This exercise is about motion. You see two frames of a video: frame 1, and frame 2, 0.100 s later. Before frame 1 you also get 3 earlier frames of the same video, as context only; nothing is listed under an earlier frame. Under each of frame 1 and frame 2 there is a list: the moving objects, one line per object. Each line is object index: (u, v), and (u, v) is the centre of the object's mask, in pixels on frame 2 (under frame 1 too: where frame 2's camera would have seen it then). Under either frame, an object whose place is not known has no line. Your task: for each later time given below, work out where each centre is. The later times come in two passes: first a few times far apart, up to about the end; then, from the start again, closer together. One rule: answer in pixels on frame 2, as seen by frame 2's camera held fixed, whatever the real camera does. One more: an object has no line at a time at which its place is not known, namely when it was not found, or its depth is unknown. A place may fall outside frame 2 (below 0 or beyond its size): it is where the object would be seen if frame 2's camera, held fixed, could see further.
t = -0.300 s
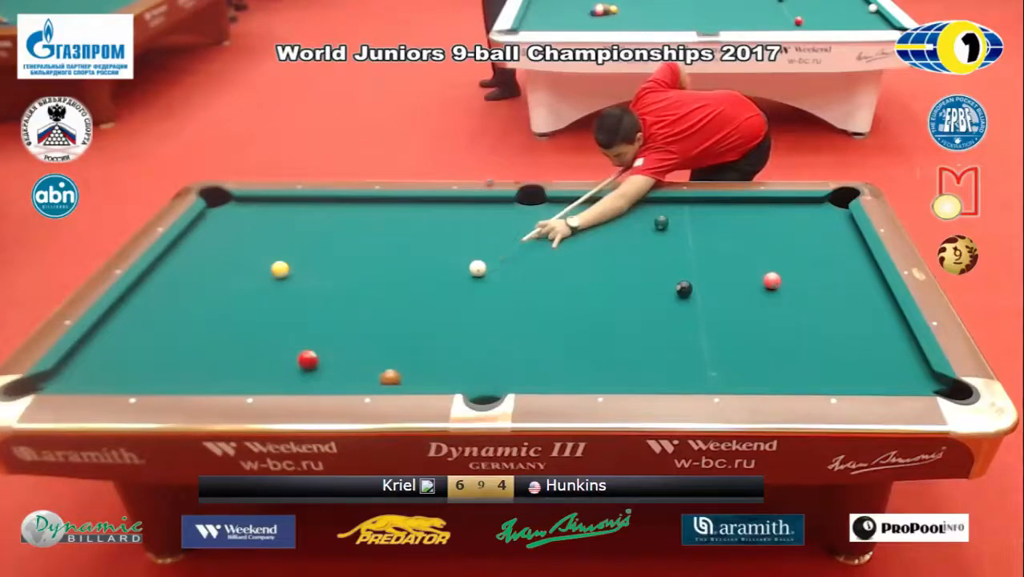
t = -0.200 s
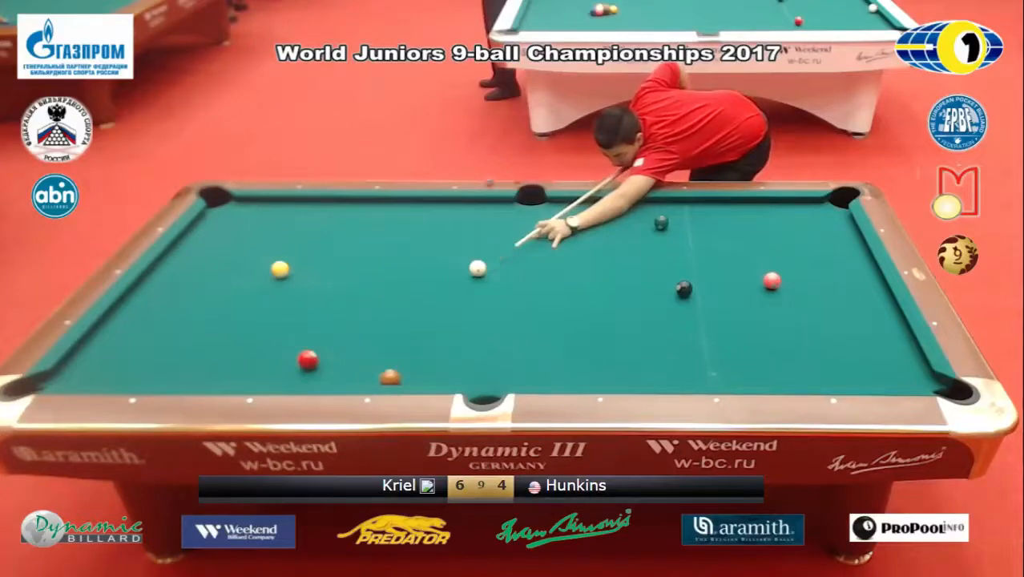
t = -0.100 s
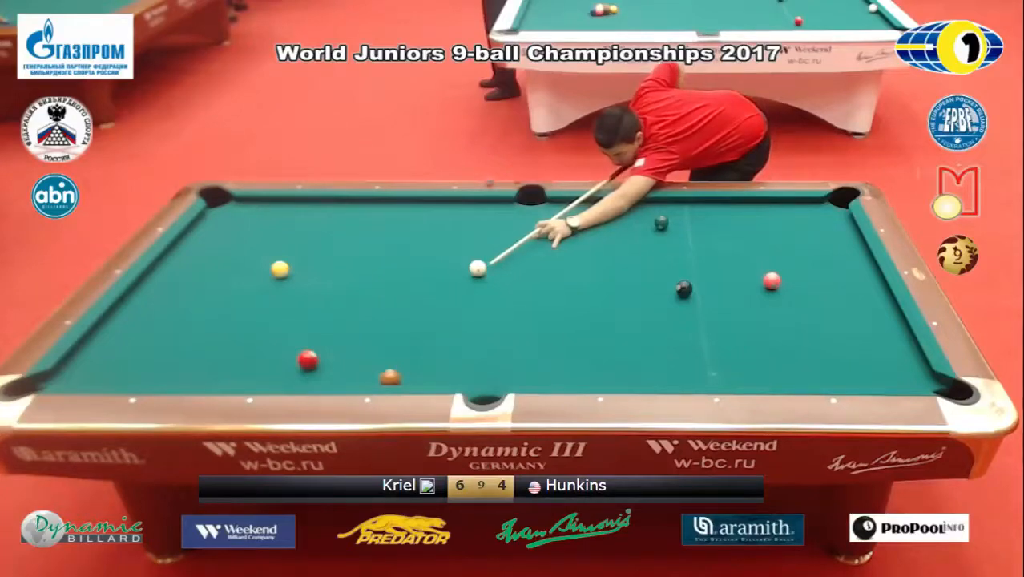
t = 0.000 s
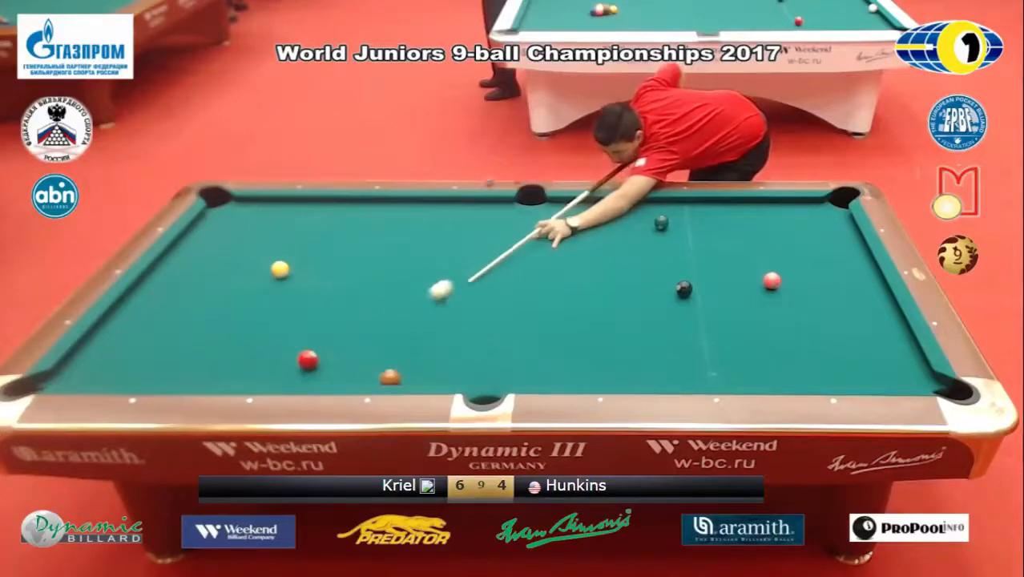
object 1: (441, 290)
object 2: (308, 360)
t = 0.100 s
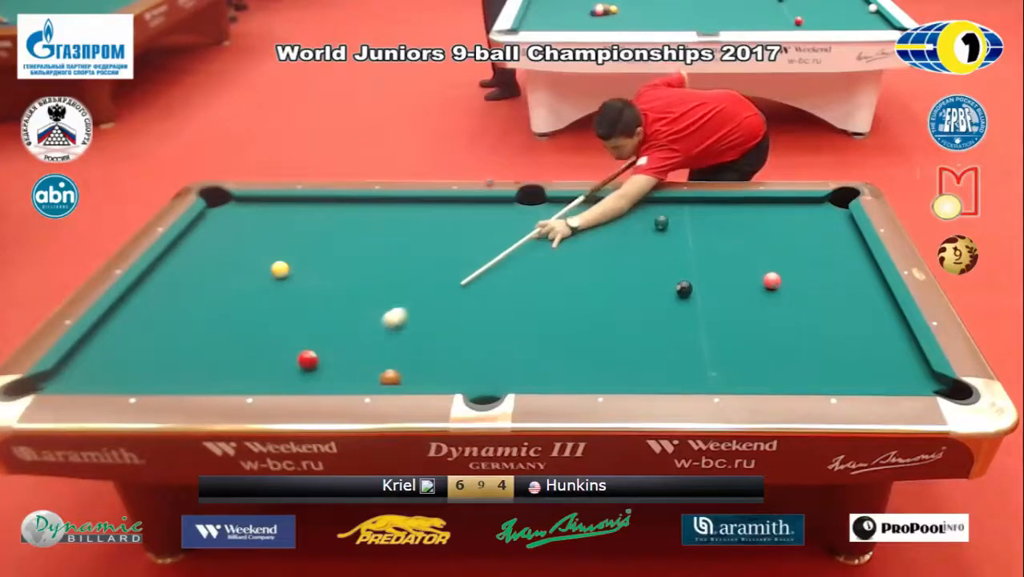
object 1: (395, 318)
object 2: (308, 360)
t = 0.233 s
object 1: (332, 355)
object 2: (308, 360)
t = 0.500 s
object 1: (348, 363)
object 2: (217, 371)
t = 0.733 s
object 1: (385, 339)
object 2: (145, 376)
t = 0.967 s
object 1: (417, 317)
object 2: (81, 378)
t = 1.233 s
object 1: (450, 295)
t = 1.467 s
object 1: (476, 278)
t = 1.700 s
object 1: (499, 263)
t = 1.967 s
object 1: (523, 247)
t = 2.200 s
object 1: (542, 234)
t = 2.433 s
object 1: (559, 223)
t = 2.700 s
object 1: (578, 211)
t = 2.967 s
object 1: (594, 201)
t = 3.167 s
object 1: (601, 205)
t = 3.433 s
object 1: (609, 210)
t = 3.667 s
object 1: (616, 214)
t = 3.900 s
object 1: (623, 218)
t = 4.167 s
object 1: (630, 222)
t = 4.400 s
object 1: (636, 225)
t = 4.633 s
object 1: (640, 228)
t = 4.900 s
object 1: (646, 231)
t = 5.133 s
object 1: (650, 234)
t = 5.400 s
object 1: (654, 235)
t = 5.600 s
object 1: (656, 237)
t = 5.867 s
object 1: (659, 237)
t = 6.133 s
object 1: (661, 238)
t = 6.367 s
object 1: (661, 238)
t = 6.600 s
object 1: (661, 238)
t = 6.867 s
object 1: (661, 238)
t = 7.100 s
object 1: (661, 238)
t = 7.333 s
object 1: (661, 238)
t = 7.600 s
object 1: (661, 238)
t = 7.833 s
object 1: (661, 238)
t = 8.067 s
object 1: (661, 238)
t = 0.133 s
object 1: (379, 327)
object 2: (308, 360)
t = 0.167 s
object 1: (363, 337)
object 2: (308, 360)
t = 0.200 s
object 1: (348, 346)
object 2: (308, 360)
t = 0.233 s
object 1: (332, 355)
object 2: (308, 360)
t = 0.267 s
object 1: (326, 363)
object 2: (297, 361)
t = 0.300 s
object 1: (324, 371)
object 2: (285, 362)
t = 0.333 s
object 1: (322, 376)
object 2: (272, 364)
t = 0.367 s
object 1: (324, 378)
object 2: (260, 366)
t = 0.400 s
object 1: (331, 374)
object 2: (248, 367)
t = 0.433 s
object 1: (337, 371)
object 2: (238, 368)
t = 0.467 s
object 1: (343, 367)
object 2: (227, 369)
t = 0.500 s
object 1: (348, 363)
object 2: (217, 371)
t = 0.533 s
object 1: (354, 359)
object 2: (207, 372)
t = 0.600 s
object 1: (364, 352)
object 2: (186, 374)
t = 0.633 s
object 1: (370, 348)
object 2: (176, 375)
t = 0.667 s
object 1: (375, 345)
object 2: (165, 375)
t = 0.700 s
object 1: (380, 342)
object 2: (155, 376)
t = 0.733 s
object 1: (385, 339)
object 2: (145, 376)
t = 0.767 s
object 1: (390, 336)
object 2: (135, 377)
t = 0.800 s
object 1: (394, 333)
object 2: (124, 378)
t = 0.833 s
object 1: (399, 329)
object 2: (114, 379)
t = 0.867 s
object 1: (403, 326)
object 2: (105, 379)
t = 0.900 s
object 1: (408, 323)
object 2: (95, 378)
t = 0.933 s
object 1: (412, 320)
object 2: (88, 378)
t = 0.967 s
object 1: (417, 317)
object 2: (81, 378)
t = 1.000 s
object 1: (421, 314)
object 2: (72, 377)
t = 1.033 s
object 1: (426, 311)
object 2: (63, 377)
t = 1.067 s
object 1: (430, 309)
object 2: (55, 377)
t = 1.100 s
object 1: (434, 306)
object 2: (50, 377)
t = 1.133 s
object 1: (438, 303)
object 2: (44, 378)
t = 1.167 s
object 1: (442, 301)
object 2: (40, 382)
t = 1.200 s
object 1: (446, 298)
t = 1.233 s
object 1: (450, 295)
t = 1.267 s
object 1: (454, 293)
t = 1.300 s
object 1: (458, 290)
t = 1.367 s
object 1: (465, 285)
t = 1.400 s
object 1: (469, 283)
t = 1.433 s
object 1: (472, 281)
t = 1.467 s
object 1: (476, 278)
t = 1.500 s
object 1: (479, 276)
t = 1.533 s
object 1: (483, 274)
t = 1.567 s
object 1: (486, 271)
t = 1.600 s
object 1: (489, 269)
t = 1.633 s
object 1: (493, 267)
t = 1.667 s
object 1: (496, 265)
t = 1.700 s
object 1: (499, 263)
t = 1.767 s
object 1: (505, 259)
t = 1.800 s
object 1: (508, 256)
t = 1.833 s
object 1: (511, 254)
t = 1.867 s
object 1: (514, 253)
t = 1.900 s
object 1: (517, 250)
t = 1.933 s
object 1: (520, 249)
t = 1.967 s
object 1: (523, 247)
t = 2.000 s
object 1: (526, 245)
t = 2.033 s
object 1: (529, 243)
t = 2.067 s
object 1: (531, 241)
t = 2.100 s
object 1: (534, 239)
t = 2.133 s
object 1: (537, 238)
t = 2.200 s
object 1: (542, 234)
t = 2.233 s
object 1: (544, 232)
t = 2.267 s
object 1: (547, 231)
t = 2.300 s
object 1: (550, 229)
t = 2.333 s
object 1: (552, 228)
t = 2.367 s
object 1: (555, 226)
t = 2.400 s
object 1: (557, 224)
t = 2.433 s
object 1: (559, 223)
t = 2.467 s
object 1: (562, 221)
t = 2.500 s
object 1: (564, 220)
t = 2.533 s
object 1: (566, 218)
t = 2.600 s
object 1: (571, 215)
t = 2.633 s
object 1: (573, 214)
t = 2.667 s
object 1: (575, 212)
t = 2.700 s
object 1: (578, 211)
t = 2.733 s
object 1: (580, 209)
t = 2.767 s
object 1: (582, 208)
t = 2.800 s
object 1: (584, 207)
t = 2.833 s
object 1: (586, 205)
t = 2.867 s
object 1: (588, 204)
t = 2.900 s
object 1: (590, 203)
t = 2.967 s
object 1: (594, 201)
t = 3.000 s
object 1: (595, 202)
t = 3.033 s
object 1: (596, 203)
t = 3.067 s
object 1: (597, 204)
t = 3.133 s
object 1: (599, 205)
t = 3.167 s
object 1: (601, 205)
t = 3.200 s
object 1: (602, 206)
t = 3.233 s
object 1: (603, 207)
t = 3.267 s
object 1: (604, 207)
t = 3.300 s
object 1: (605, 208)
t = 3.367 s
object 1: (607, 209)
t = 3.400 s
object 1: (608, 210)
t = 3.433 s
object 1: (609, 210)
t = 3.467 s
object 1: (610, 211)
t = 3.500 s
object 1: (611, 212)
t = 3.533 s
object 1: (612, 212)
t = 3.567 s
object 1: (613, 213)
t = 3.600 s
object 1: (614, 213)
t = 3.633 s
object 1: (615, 214)
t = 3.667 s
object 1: (616, 214)
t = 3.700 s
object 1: (617, 214)
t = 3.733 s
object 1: (618, 215)
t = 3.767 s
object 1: (619, 216)
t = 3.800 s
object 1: (620, 216)
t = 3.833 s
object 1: (621, 217)
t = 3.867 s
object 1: (622, 217)
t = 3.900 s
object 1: (623, 218)
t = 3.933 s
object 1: (624, 219)
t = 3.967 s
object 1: (625, 219)
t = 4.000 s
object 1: (625, 219)
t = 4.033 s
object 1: (627, 220)
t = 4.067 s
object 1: (627, 220)
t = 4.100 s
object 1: (628, 221)
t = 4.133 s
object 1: (629, 222)
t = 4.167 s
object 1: (630, 222)
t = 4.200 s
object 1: (631, 223)
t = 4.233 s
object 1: (632, 223)
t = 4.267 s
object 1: (632, 223)
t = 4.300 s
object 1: (633, 223)
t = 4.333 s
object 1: (634, 224)
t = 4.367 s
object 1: (635, 225)
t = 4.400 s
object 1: (636, 225)
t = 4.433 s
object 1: (636, 226)
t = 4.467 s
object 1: (637, 226)
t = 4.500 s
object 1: (638, 226)
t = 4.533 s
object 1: (638, 227)
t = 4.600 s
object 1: (640, 228)
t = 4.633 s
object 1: (640, 228)
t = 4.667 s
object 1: (641, 228)
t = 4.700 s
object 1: (642, 229)
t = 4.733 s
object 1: (643, 229)
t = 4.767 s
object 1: (643, 229)
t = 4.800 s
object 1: (644, 230)
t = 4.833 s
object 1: (645, 230)
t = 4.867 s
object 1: (645, 230)
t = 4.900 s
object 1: (646, 231)
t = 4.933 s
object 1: (646, 231)
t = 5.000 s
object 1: (647, 232)
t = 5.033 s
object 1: (648, 232)
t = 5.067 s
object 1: (648, 233)
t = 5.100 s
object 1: (649, 233)
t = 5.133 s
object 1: (650, 234)
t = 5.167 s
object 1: (650, 234)
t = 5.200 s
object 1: (651, 234)
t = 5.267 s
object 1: (652, 234)
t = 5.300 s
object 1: (652, 235)
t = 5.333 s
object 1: (653, 235)
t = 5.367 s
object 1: (653, 235)
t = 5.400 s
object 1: (654, 235)
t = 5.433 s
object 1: (654, 236)
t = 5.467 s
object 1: (655, 236)
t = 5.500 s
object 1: (655, 236)
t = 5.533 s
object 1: (655, 236)
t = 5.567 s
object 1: (656, 236)
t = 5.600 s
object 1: (656, 237)
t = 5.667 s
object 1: (657, 237)
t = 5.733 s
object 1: (657, 237)
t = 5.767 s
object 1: (658, 237)
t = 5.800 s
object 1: (658, 237)
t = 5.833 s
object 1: (658, 237)
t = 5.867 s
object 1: (659, 237)
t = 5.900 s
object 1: (659, 238)
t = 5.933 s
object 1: (659, 238)
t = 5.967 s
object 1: (659, 238)
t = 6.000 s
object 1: (660, 238)
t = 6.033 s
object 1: (660, 238)
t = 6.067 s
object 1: (660, 238)
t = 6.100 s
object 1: (660, 238)
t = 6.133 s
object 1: (661, 238)
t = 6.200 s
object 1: (661, 238)
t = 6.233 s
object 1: (661, 238)
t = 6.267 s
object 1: (661, 238)
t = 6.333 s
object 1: (661, 238)
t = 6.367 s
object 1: (661, 238)
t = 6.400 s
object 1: (661, 238)
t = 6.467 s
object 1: (661, 238)
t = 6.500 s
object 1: (661, 238)
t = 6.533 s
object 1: (661, 238)
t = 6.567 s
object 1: (661, 238)
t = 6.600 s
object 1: (661, 238)
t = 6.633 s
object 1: (661, 238)
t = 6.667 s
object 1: (661, 238)
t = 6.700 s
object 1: (661, 238)
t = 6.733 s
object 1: (661, 238)
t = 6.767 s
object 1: (661, 238)
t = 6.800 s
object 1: (661, 238)
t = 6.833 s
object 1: (661, 238)
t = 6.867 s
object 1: (661, 238)
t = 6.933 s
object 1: (661, 238)
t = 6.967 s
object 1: (661, 238)
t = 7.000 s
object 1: (661, 238)
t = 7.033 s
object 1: (661, 238)
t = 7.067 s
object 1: (661, 238)
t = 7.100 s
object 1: (661, 238)
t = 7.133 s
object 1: (661, 238)
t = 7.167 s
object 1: (661, 238)
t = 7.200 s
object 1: (661, 238)
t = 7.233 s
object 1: (661, 238)
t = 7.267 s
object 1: (661, 238)
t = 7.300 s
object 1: (661, 238)
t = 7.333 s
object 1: (661, 238)
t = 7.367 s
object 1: (661, 238)
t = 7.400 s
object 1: (661, 238)
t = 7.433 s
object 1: (661, 238)
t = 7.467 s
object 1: (661, 238)
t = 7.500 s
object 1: (661, 238)
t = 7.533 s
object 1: (661, 238)
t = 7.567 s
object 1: (661, 238)
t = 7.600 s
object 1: (661, 238)
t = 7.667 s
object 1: (661, 238)
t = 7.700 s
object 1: (661, 238)
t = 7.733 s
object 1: (661, 238)
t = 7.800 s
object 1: (661, 238)
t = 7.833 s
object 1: (661, 238)
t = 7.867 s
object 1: (661, 238)
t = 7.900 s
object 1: (661, 238)
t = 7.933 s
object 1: (661, 238)
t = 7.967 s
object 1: (661, 238)
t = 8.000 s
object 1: (661, 238)
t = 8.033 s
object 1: (661, 238)
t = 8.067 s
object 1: (661, 238)
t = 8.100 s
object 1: (661, 238)
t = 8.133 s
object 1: (661, 238)
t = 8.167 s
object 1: (661, 238)
